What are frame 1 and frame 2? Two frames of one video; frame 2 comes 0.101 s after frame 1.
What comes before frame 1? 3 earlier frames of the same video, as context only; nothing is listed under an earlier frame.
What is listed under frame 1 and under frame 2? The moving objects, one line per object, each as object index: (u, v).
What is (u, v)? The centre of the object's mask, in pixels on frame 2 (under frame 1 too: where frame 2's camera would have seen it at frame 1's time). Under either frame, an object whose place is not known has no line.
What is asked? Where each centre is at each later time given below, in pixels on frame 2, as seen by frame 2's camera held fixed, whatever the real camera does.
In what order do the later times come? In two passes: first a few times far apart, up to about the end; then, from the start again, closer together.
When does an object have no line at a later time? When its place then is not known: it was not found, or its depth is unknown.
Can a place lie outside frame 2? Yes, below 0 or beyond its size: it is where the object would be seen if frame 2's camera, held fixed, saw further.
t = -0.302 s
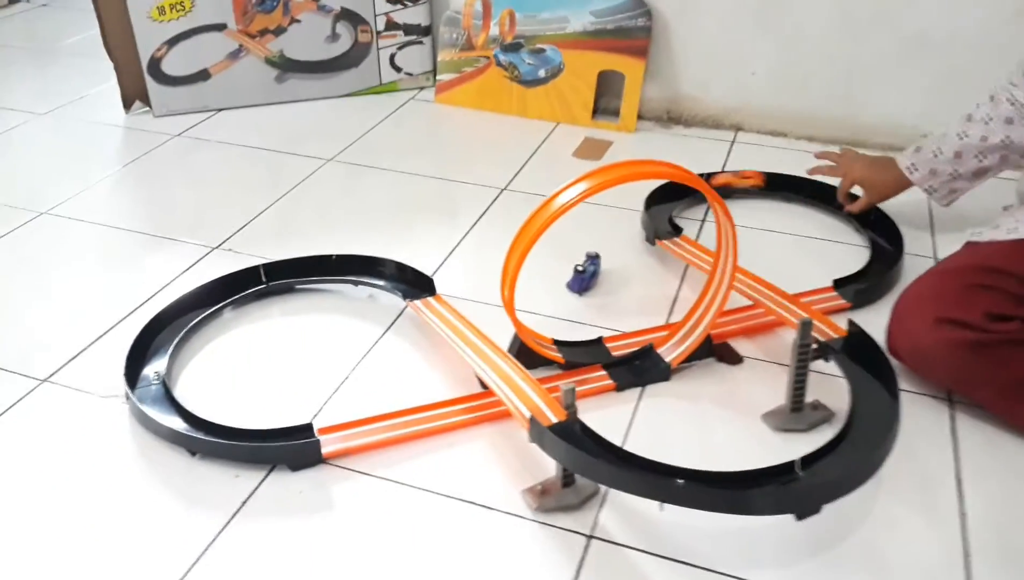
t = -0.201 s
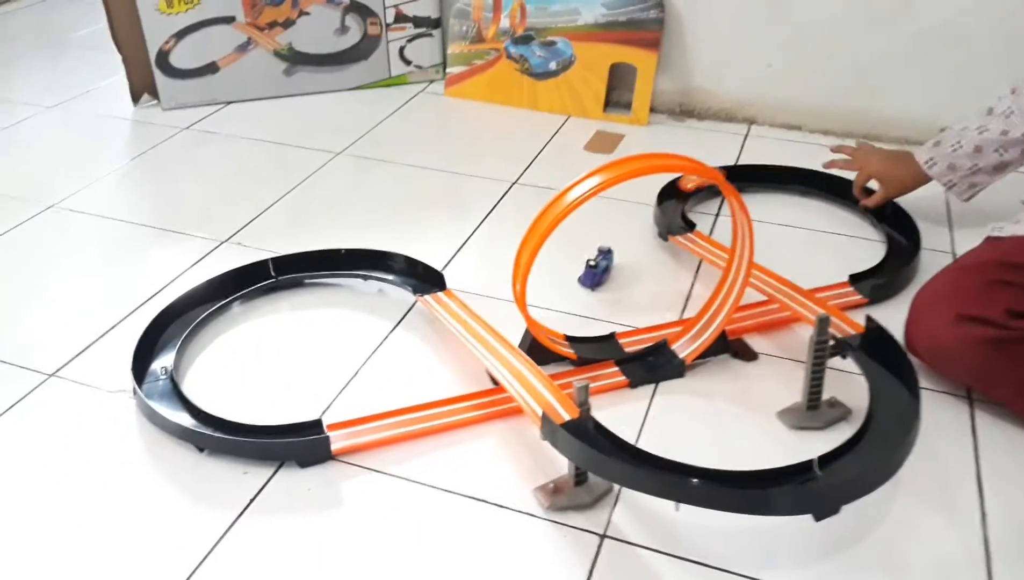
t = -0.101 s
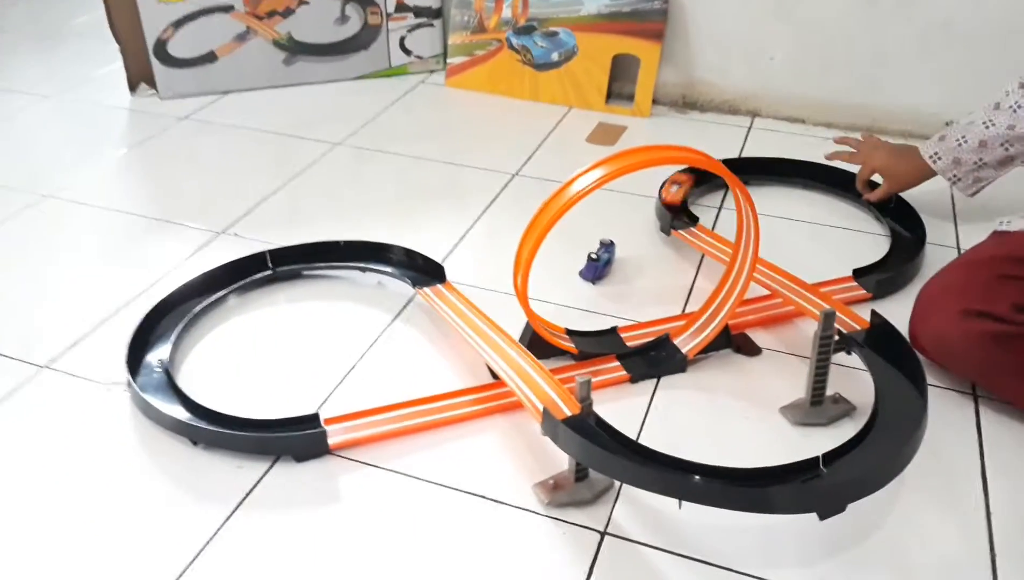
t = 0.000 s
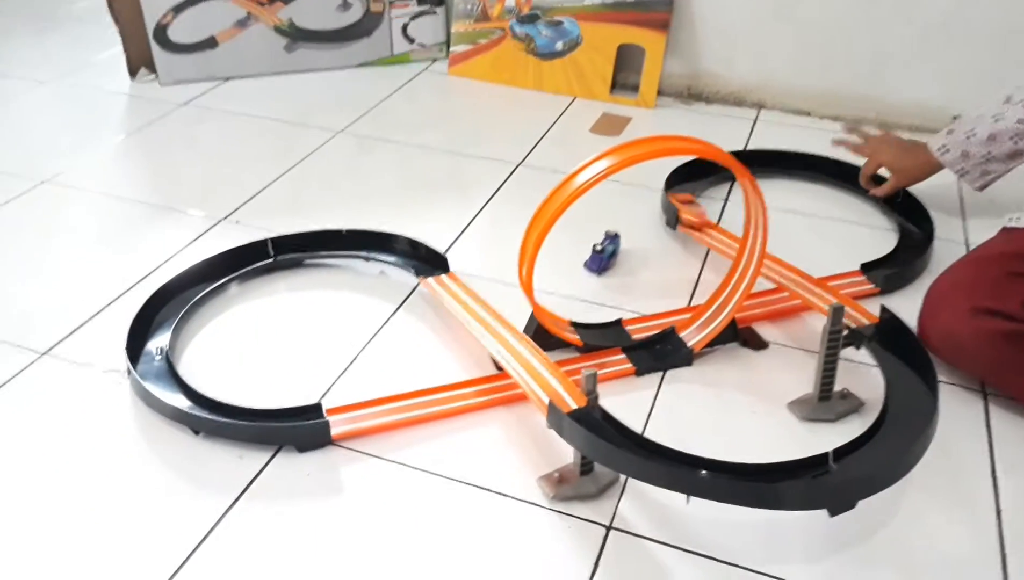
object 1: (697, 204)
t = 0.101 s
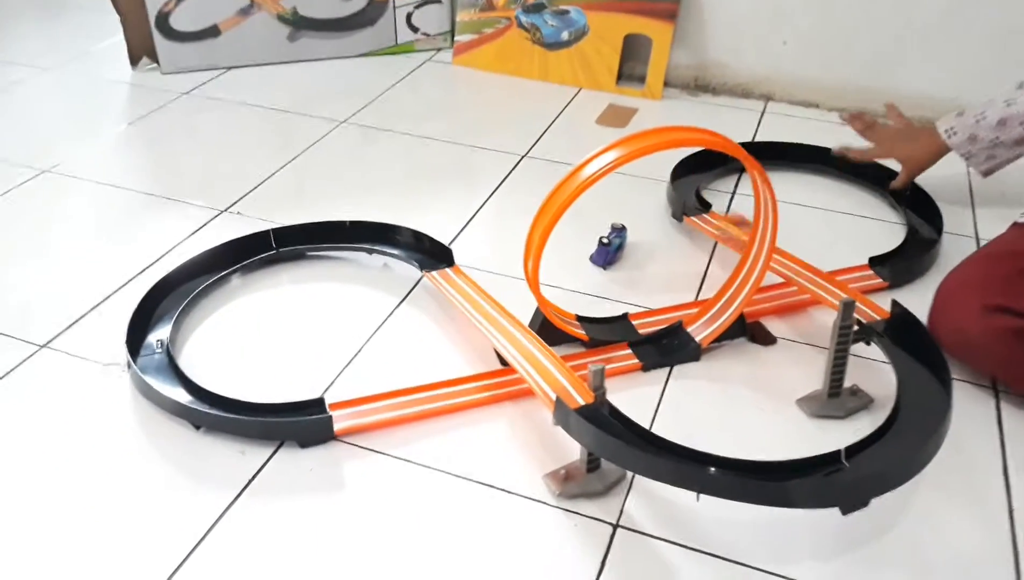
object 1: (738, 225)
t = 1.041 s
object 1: (272, 240)
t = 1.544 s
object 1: (492, 379)
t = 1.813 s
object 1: (756, 180)
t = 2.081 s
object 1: (558, 292)
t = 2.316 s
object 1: (647, 264)
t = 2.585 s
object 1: (662, 254)
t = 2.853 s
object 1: (659, 252)
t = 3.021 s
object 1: (658, 251)
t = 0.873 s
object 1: (434, 259)
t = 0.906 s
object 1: (412, 247)
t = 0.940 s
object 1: (376, 235)
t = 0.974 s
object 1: (342, 231)
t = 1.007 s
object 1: (308, 232)
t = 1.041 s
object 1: (272, 240)
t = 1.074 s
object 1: (237, 251)
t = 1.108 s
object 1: (207, 265)
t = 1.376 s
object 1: (269, 408)
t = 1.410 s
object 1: (303, 408)
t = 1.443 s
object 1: (351, 405)
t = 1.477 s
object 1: (402, 397)
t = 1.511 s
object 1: (442, 390)
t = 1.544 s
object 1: (492, 379)
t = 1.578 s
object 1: (506, 364)
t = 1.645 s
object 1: (635, 345)
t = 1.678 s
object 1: (674, 332)
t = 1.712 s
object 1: (719, 289)
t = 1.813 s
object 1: (756, 180)
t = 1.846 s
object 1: (737, 165)
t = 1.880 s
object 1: (717, 159)
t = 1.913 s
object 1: (689, 159)
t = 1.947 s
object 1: (659, 171)
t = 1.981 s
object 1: (625, 194)
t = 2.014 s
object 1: (589, 221)
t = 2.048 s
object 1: (561, 264)
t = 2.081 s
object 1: (558, 292)
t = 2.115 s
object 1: (574, 295)
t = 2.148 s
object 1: (589, 298)
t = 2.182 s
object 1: (604, 291)
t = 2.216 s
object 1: (618, 283)
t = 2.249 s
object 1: (631, 274)
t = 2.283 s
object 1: (639, 268)
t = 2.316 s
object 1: (647, 264)
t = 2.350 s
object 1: (653, 260)
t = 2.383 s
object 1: (658, 256)
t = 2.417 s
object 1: (661, 254)
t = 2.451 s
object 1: (662, 253)
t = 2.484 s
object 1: (663, 253)
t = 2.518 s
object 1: (663, 254)
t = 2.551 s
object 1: (663, 254)
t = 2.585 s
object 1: (662, 254)
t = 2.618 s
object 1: (662, 253)
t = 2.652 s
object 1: (661, 253)
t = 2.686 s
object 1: (661, 253)
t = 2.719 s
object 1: (660, 252)
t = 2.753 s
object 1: (660, 252)
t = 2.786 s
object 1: (660, 252)
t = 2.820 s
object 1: (660, 252)
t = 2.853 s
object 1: (659, 252)
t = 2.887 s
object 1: (659, 252)
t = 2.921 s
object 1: (659, 251)
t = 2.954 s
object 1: (659, 251)
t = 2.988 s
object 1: (658, 251)
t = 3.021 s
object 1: (658, 251)
